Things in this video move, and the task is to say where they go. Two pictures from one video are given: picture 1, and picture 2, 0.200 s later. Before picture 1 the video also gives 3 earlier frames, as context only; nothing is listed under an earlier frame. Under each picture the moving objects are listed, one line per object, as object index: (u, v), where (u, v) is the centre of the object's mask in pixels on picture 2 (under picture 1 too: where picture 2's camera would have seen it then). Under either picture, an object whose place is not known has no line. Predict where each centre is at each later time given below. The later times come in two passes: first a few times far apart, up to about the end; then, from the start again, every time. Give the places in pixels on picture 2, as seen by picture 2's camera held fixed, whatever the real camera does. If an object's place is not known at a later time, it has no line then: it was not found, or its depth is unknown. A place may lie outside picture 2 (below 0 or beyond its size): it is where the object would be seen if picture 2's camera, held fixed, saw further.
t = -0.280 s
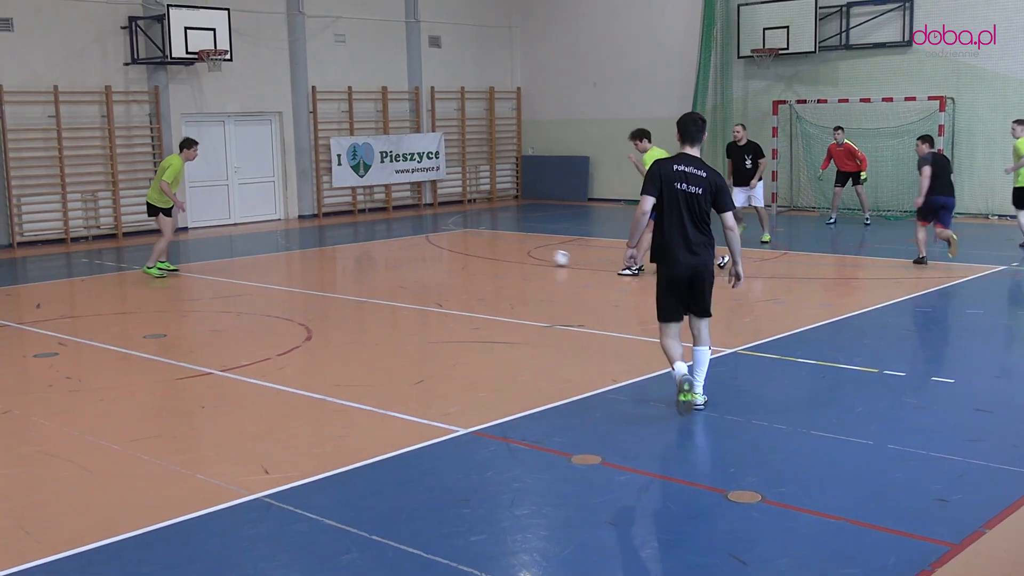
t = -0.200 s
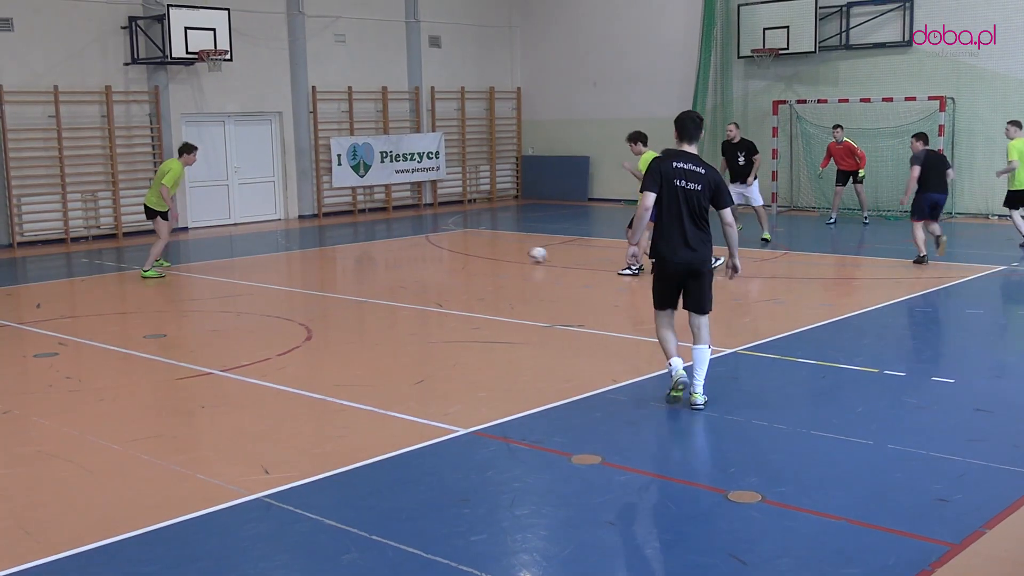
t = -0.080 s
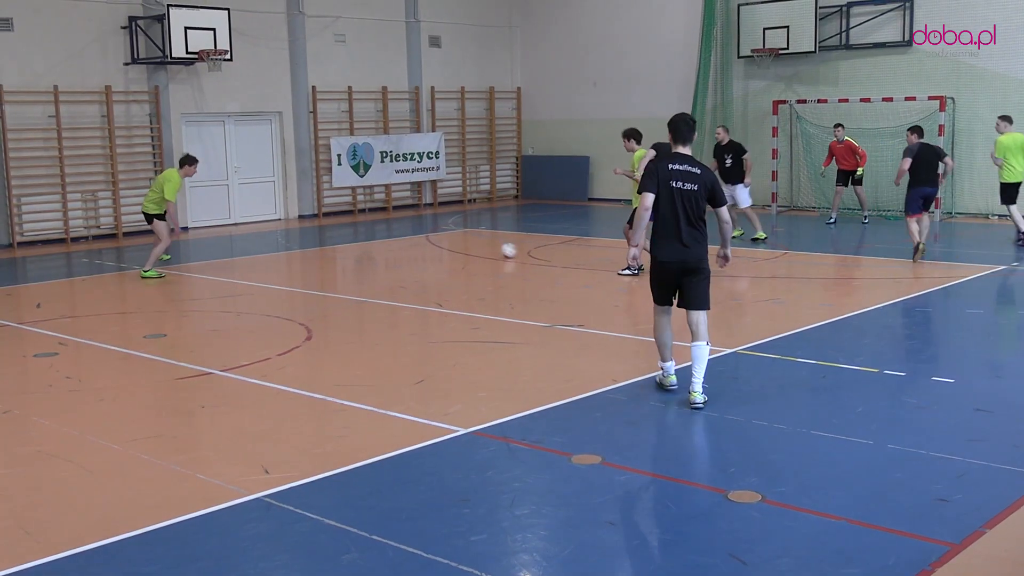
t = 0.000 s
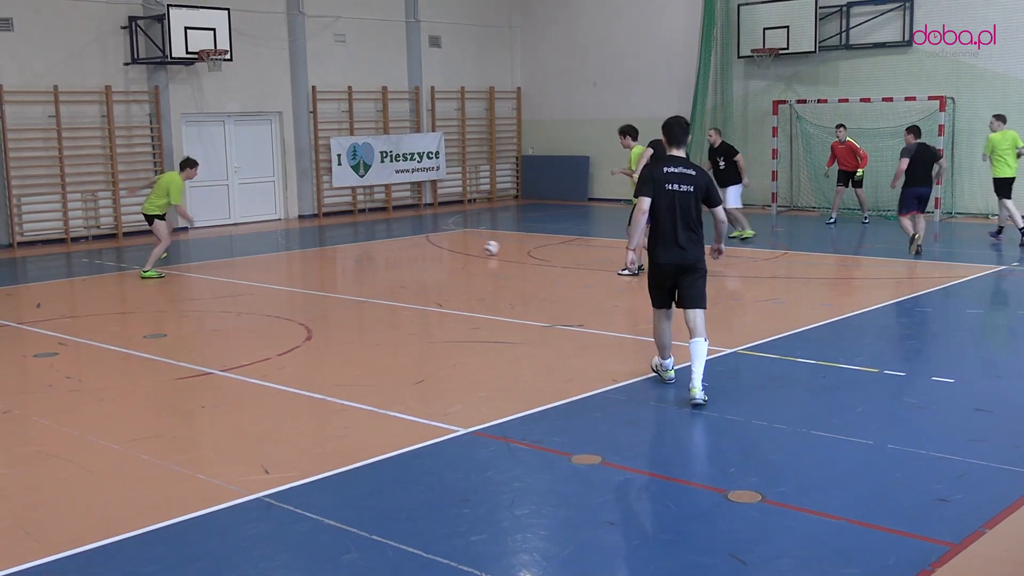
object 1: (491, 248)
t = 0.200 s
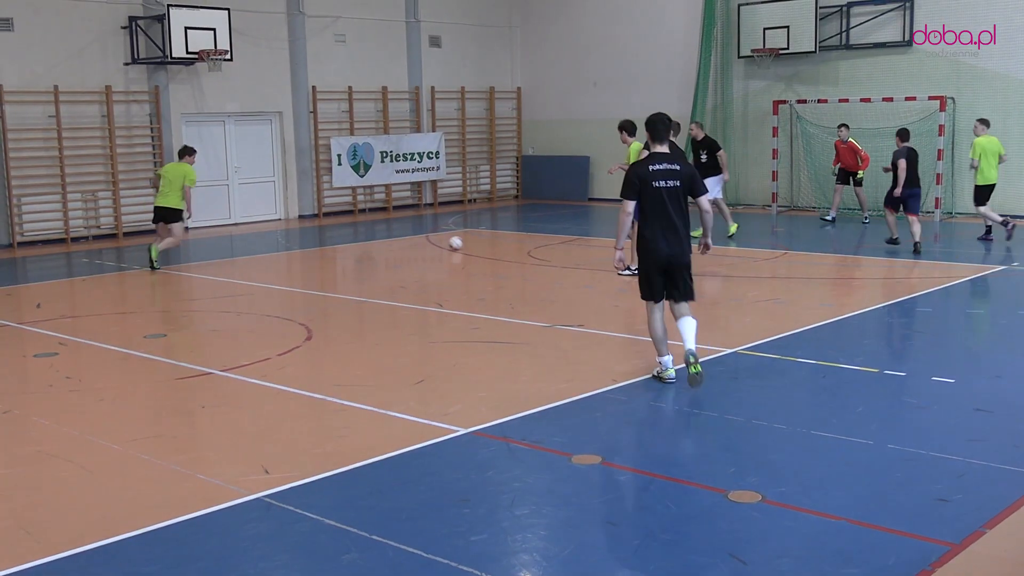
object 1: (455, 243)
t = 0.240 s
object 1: (449, 242)
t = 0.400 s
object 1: (424, 238)
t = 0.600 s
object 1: (397, 234)
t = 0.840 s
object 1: (368, 229)
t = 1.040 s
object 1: (348, 226)
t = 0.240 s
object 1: (449, 242)
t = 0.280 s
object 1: (443, 241)
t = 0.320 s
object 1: (436, 240)
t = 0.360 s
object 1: (431, 239)
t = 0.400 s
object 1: (424, 238)
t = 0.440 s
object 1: (418, 237)
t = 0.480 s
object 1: (413, 236)
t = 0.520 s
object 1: (408, 235)
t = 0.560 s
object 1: (402, 235)
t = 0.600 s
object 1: (397, 234)
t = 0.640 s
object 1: (392, 233)
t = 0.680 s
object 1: (387, 232)
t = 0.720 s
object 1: (382, 232)
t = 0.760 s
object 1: (378, 230)
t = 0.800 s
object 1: (373, 230)
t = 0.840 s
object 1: (368, 229)
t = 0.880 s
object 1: (364, 228)
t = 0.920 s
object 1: (360, 227)
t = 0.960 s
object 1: (356, 227)
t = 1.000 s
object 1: (352, 226)
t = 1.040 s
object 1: (348, 226)
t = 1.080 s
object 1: (344, 225)
